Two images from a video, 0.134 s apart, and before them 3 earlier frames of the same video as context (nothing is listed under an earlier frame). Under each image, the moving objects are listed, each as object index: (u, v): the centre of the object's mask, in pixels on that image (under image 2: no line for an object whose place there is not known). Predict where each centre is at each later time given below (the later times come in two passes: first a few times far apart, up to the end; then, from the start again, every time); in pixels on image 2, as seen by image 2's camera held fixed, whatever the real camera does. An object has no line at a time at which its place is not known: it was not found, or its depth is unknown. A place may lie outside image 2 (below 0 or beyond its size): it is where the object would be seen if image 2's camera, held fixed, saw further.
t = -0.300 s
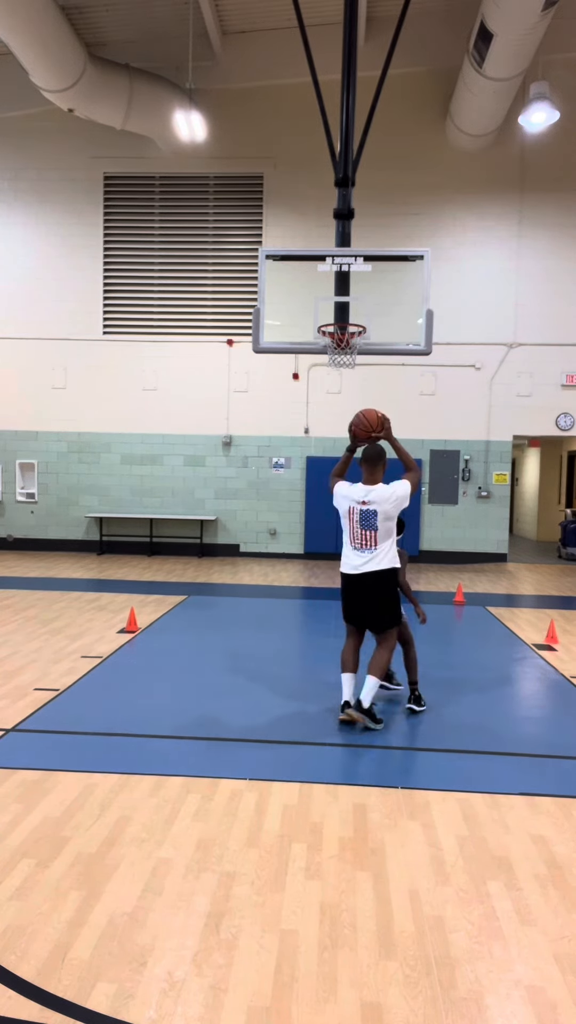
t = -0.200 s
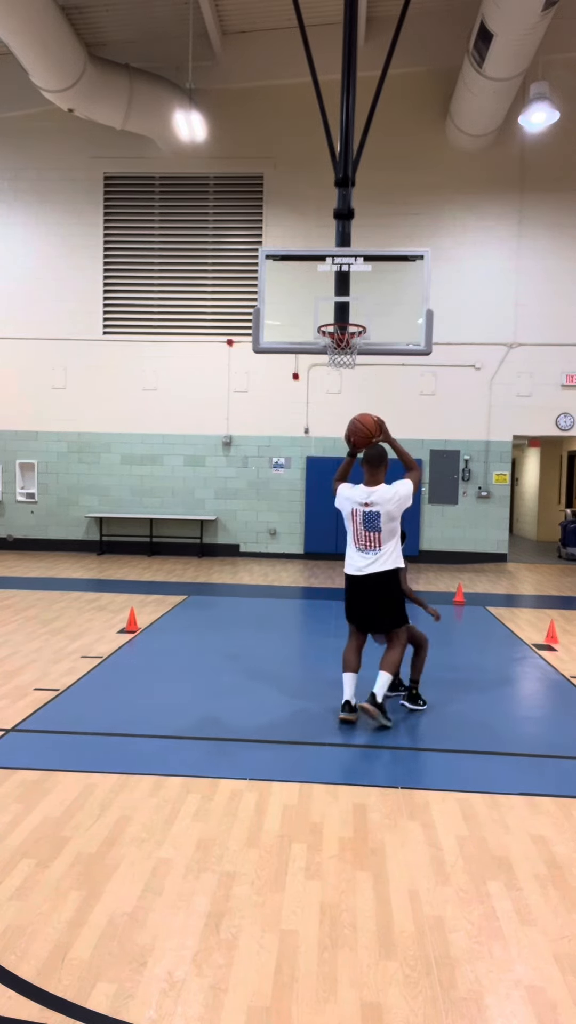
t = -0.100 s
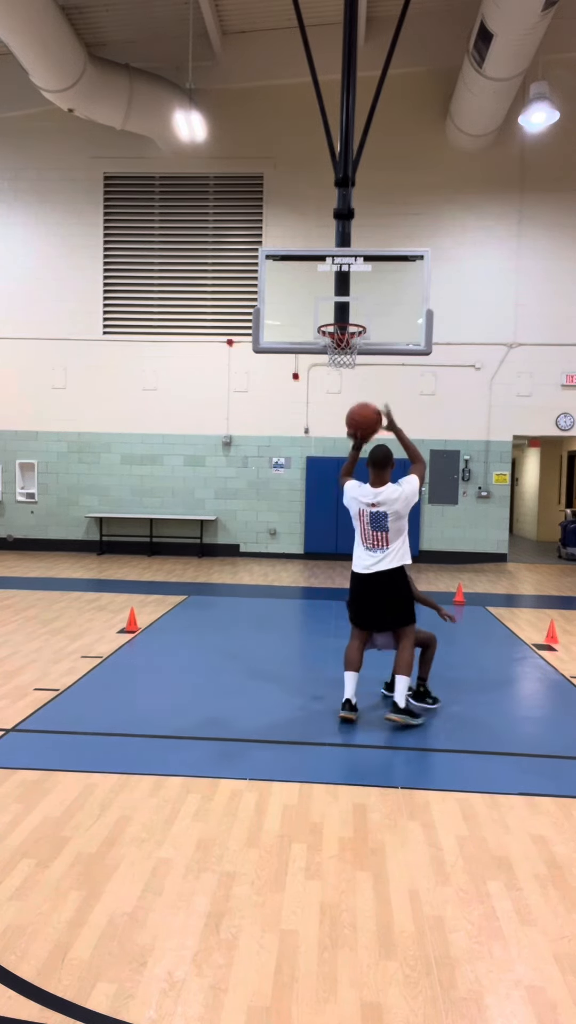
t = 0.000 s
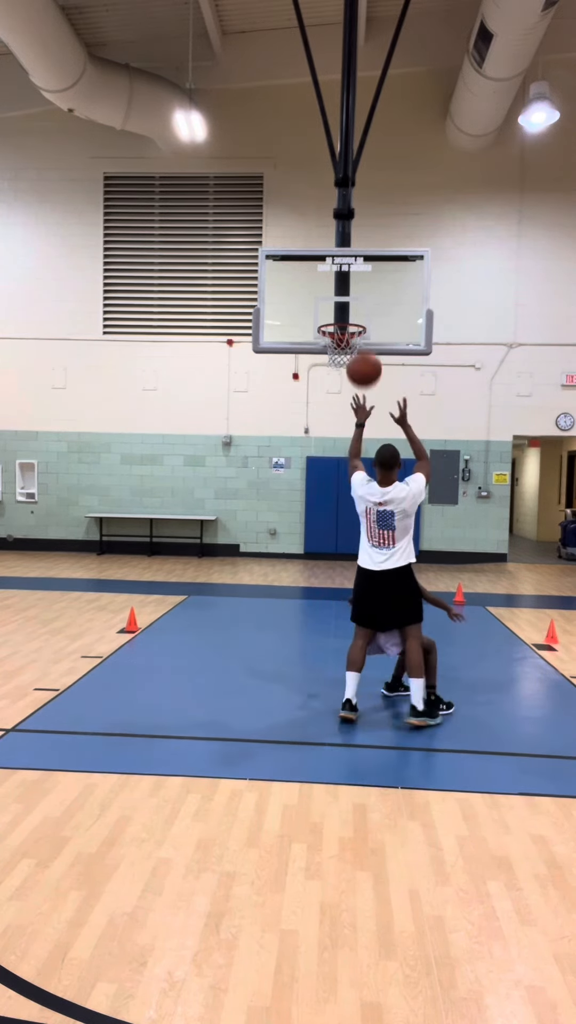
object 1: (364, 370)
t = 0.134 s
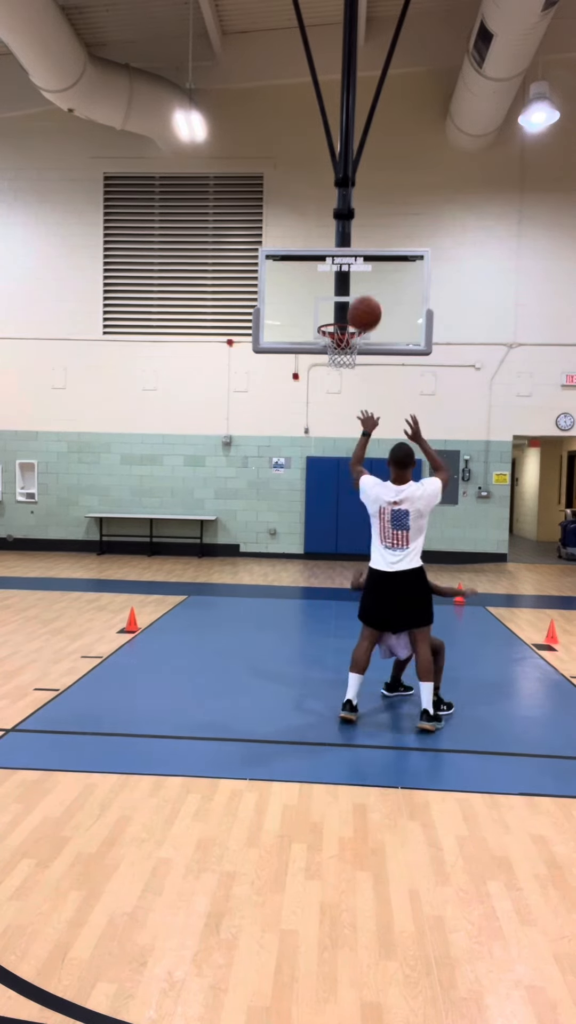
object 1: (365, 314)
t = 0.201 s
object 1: (365, 297)
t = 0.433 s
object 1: (363, 291)
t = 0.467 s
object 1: (363, 295)
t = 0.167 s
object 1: (365, 305)
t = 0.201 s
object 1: (365, 297)
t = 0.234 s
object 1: (364, 292)
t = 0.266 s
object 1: (364, 288)
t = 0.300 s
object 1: (364, 286)
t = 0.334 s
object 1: (364, 285)
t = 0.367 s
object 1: (364, 285)
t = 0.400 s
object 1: (363, 288)
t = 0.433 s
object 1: (363, 291)
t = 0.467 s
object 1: (363, 295)
